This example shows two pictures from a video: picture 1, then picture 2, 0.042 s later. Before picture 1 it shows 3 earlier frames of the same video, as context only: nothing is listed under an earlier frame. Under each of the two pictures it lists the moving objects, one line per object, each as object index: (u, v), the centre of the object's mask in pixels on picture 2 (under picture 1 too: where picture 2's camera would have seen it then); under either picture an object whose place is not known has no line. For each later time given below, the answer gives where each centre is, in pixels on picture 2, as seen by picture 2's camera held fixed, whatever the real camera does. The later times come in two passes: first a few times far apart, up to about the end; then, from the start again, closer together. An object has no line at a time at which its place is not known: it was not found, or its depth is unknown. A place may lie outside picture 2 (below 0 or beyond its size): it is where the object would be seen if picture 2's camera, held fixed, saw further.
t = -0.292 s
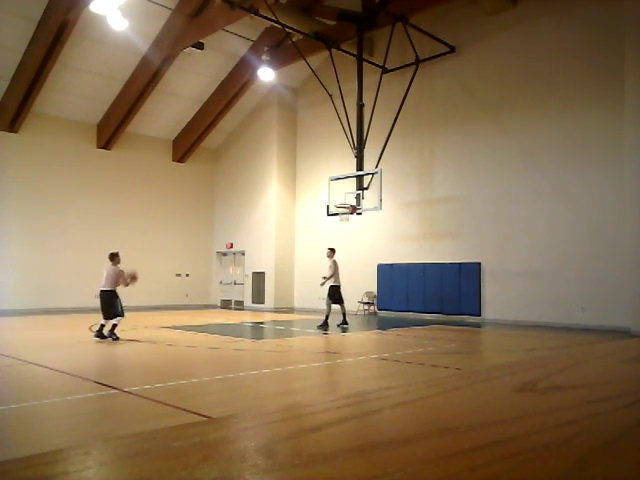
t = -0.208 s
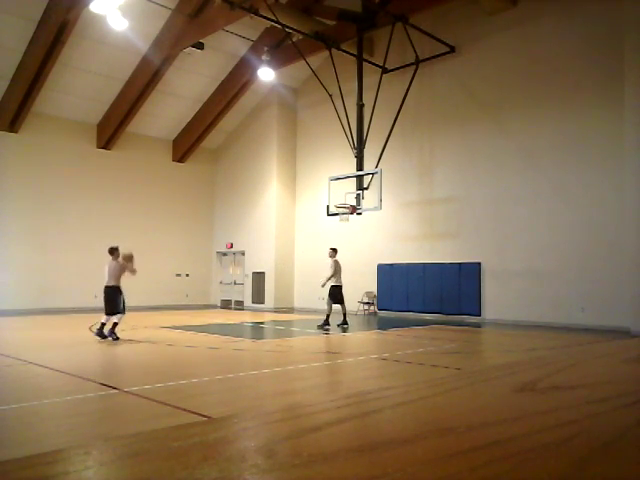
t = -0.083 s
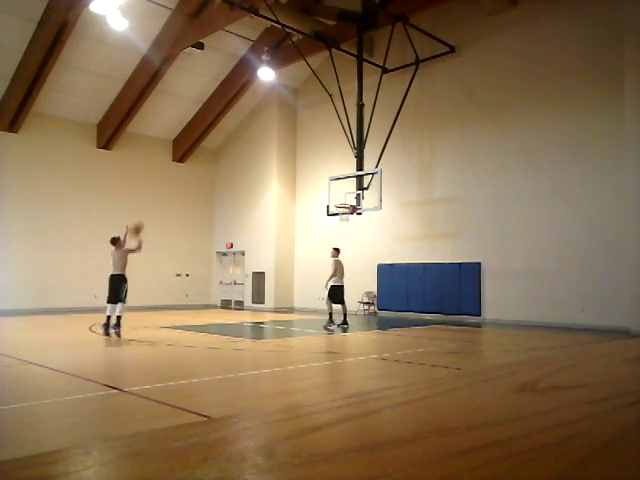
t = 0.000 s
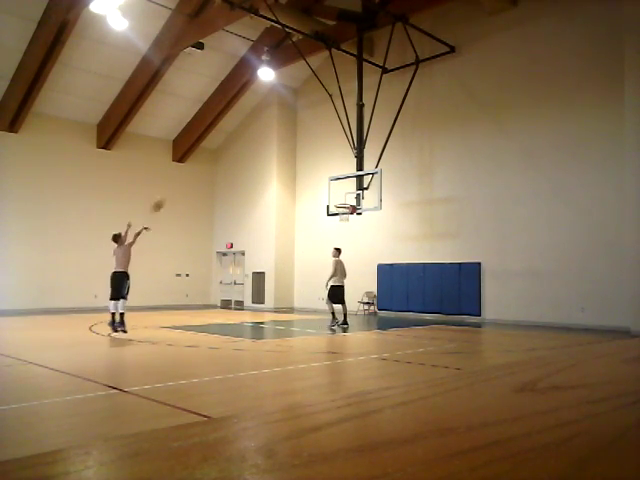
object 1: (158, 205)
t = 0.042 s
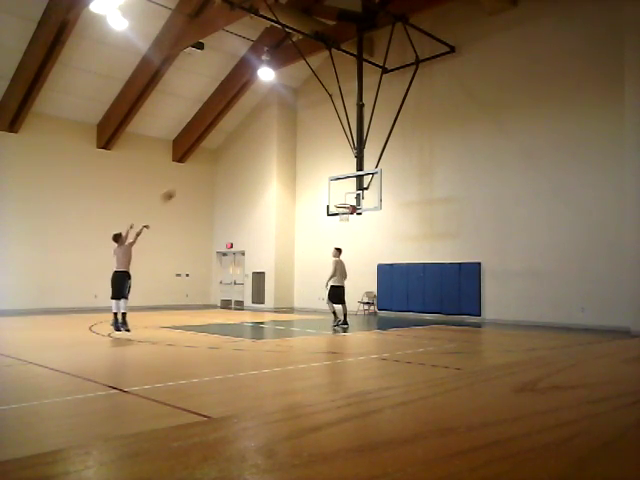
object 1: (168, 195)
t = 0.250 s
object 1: (216, 161)
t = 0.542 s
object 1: (275, 150)
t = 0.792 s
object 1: (317, 168)
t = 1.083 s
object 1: (346, 192)
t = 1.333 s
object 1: (329, 164)
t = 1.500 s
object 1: (319, 157)
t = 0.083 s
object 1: (178, 186)
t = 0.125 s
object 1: (188, 178)
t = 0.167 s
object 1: (198, 171)
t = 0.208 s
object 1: (206, 166)
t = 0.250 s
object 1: (216, 161)
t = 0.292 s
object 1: (226, 157)
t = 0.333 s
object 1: (234, 153)
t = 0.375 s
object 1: (243, 151)
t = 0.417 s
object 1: (251, 150)
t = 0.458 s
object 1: (260, 149)
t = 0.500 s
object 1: (267, 149)
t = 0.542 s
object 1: (275, 150)
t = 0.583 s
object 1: (282, 152)
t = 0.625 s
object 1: (290, 154)
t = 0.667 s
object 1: (297, 156)
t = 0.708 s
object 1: (303, 160)
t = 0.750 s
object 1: (310, 163)
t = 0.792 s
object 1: (317, 168)
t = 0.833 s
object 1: (322, 173)
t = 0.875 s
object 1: (328, 178)
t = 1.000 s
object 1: (347, 198)
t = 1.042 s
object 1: (348, 198)
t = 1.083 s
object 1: (346, 192)
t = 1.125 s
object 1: (343, 186)
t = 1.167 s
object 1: (340, 181)
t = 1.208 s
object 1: (337, 175)
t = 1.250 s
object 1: (335, 170)
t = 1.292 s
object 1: (332, 167)
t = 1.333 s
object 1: (329, 164)
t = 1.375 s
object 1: (327, 161)
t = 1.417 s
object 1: (324, 159)
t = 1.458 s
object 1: (322, 158)
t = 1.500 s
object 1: (319, 157)
